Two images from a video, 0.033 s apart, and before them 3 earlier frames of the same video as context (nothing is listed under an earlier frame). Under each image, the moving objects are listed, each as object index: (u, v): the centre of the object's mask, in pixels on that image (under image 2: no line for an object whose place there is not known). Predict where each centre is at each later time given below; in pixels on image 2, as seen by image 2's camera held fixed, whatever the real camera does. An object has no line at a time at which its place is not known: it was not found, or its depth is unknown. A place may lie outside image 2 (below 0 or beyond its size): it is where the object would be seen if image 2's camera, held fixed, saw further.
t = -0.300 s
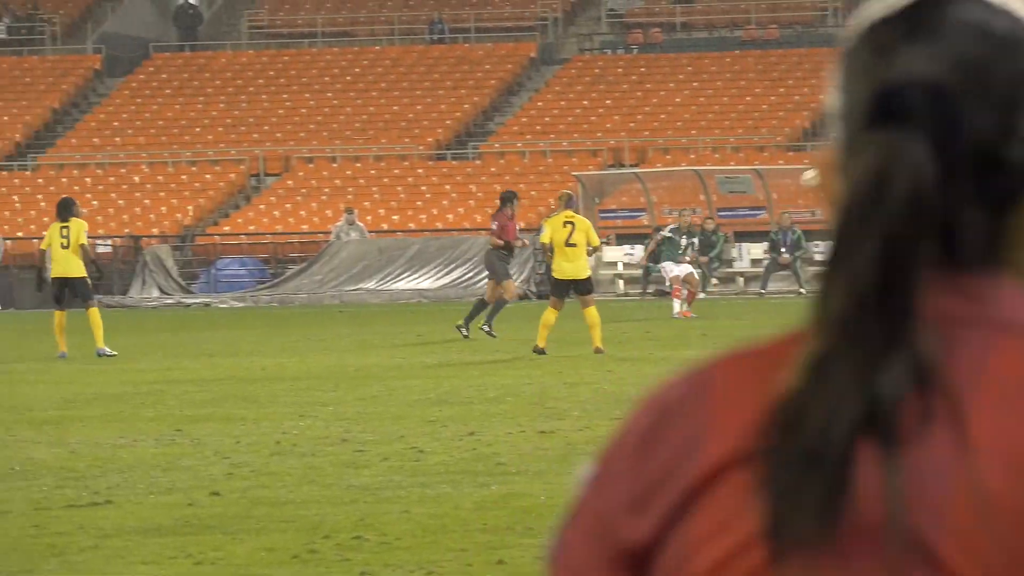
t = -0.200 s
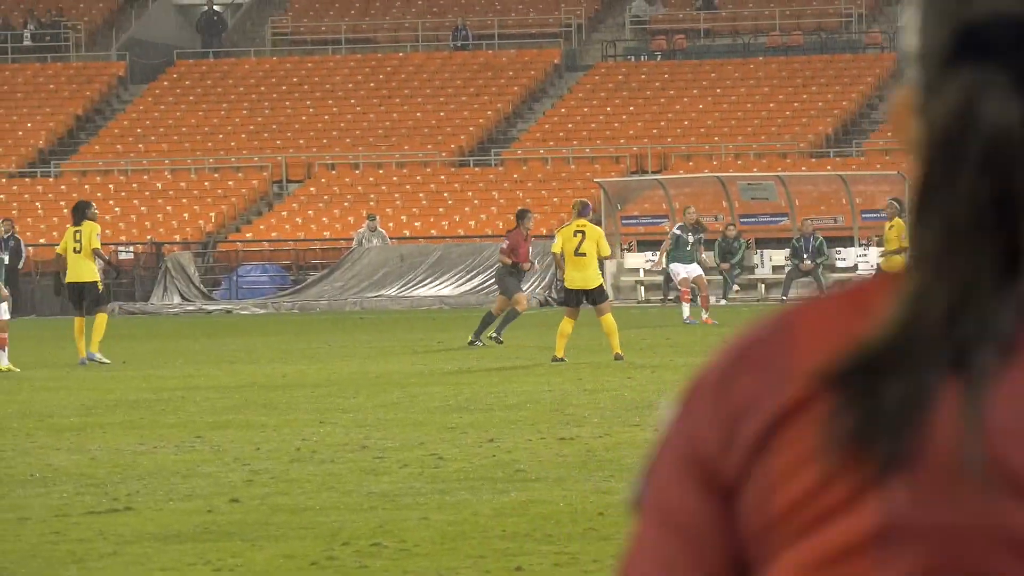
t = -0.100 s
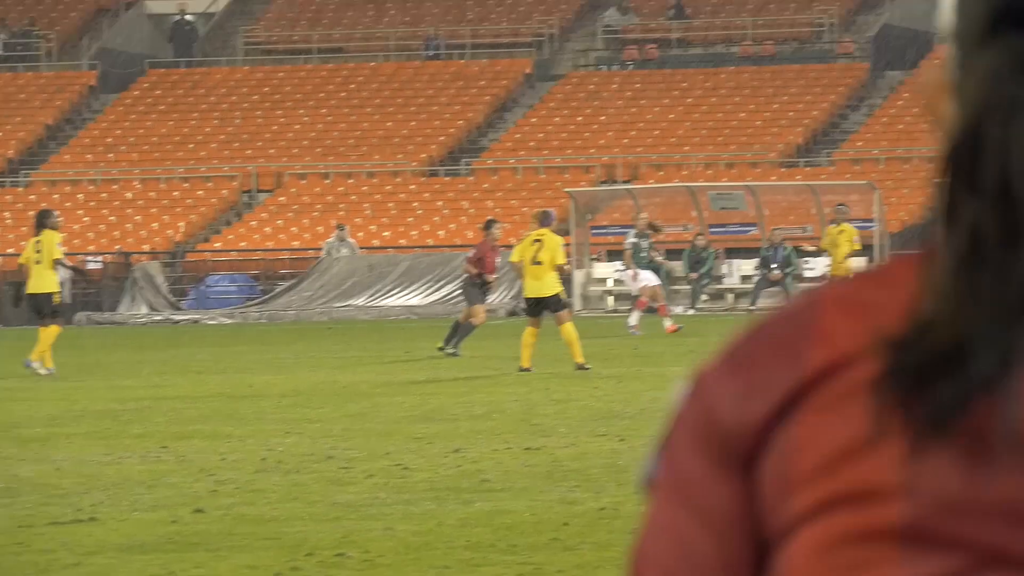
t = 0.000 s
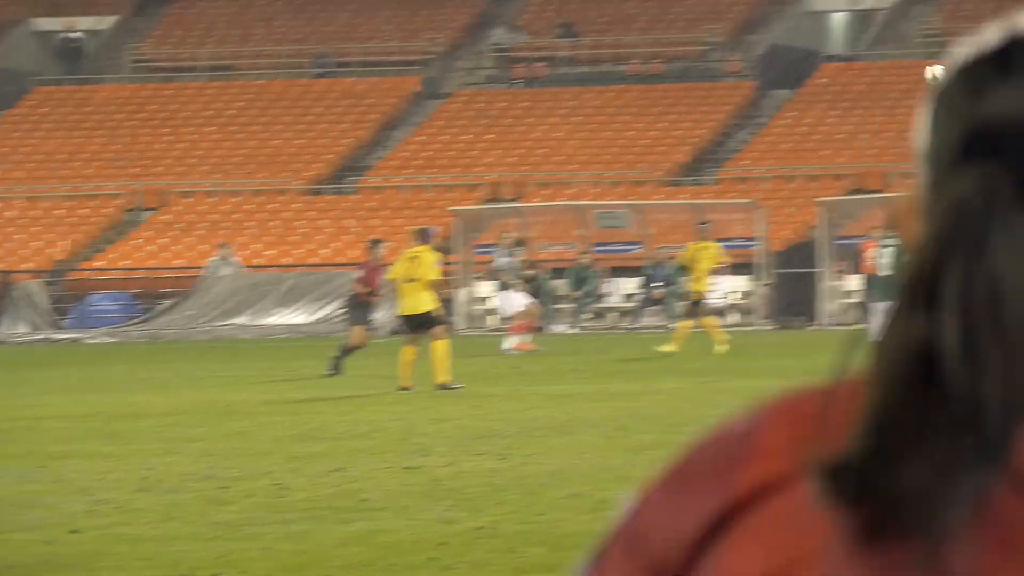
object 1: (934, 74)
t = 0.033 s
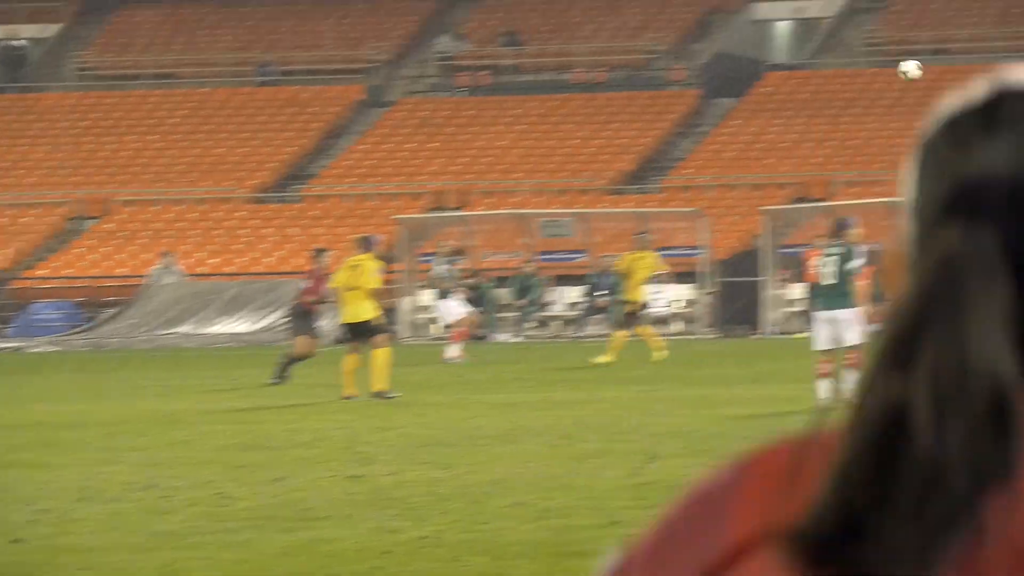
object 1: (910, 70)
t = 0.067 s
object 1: (945, 55)
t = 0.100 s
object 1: (982, 44)
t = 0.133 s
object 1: (1018, 33)
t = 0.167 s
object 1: (1056, 22)
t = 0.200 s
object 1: (1098, 9)
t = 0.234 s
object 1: (1140, -3)
